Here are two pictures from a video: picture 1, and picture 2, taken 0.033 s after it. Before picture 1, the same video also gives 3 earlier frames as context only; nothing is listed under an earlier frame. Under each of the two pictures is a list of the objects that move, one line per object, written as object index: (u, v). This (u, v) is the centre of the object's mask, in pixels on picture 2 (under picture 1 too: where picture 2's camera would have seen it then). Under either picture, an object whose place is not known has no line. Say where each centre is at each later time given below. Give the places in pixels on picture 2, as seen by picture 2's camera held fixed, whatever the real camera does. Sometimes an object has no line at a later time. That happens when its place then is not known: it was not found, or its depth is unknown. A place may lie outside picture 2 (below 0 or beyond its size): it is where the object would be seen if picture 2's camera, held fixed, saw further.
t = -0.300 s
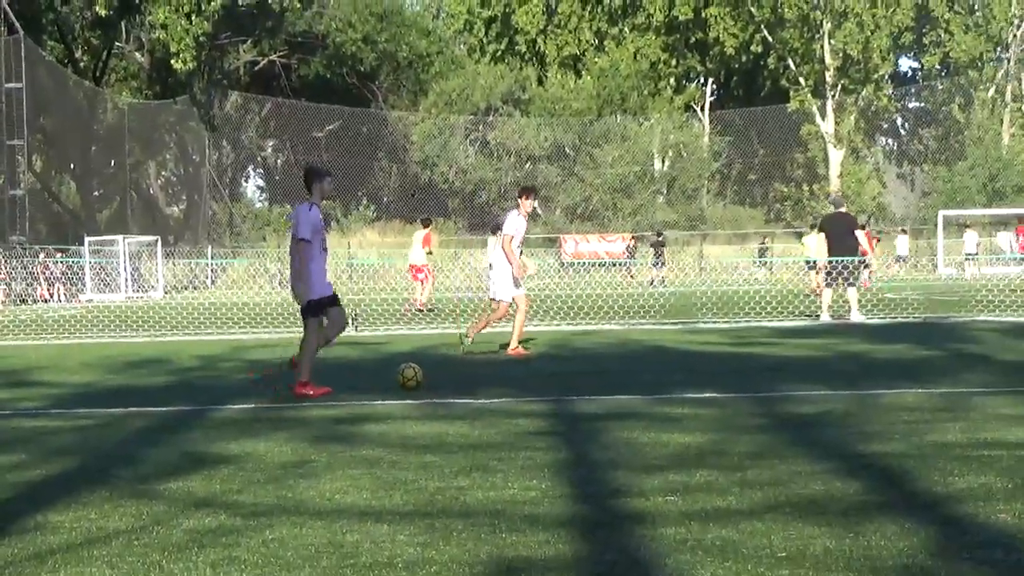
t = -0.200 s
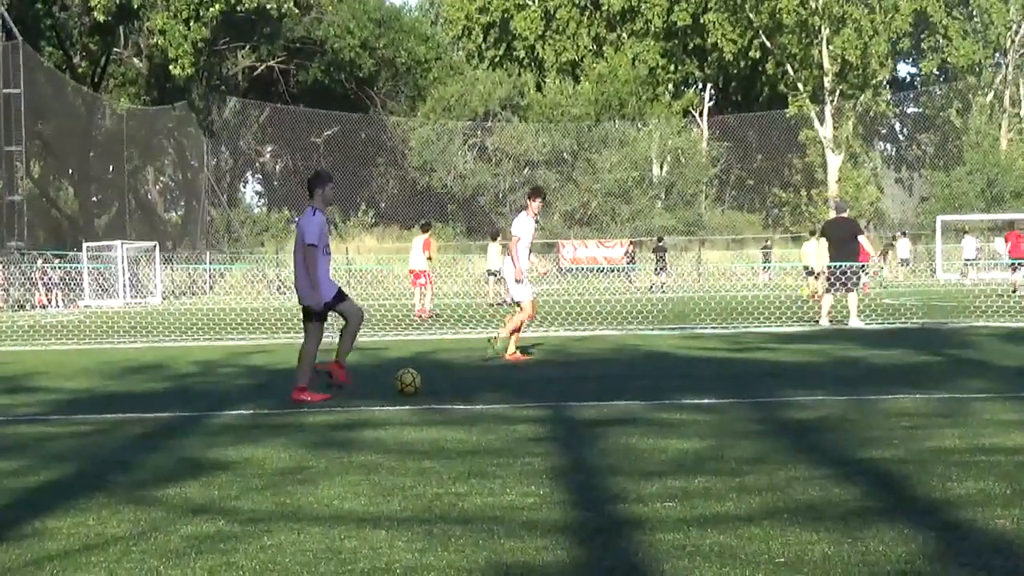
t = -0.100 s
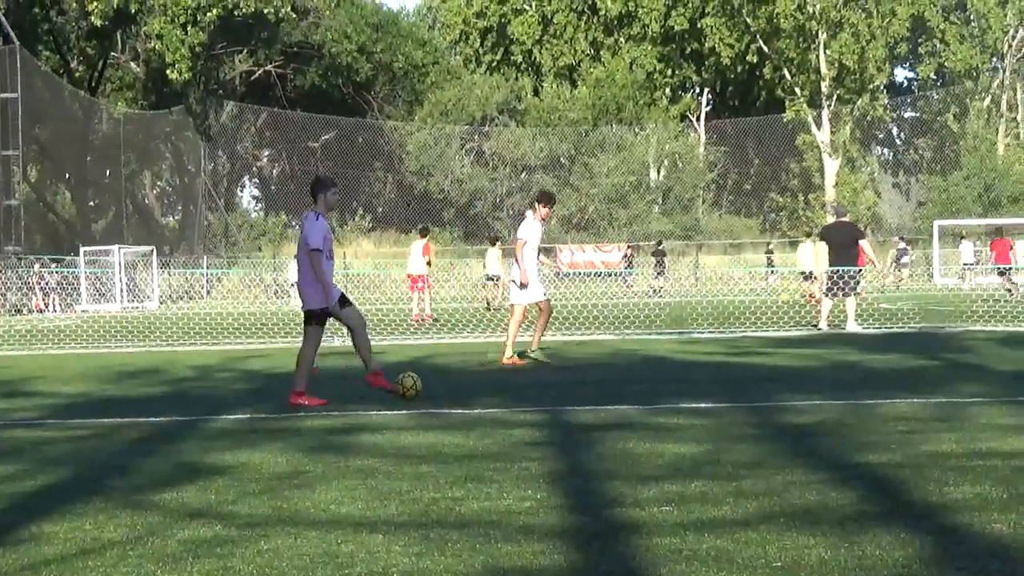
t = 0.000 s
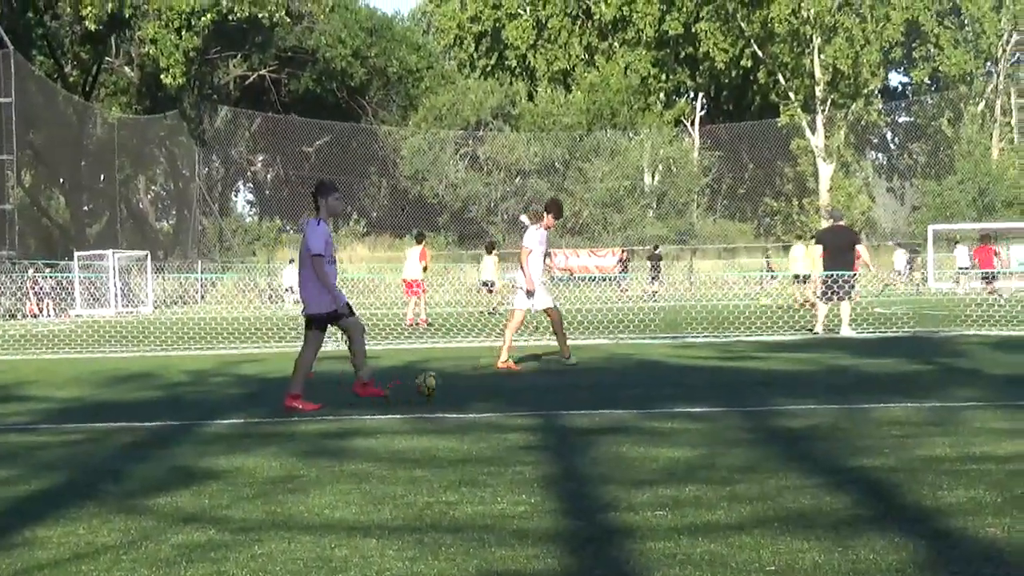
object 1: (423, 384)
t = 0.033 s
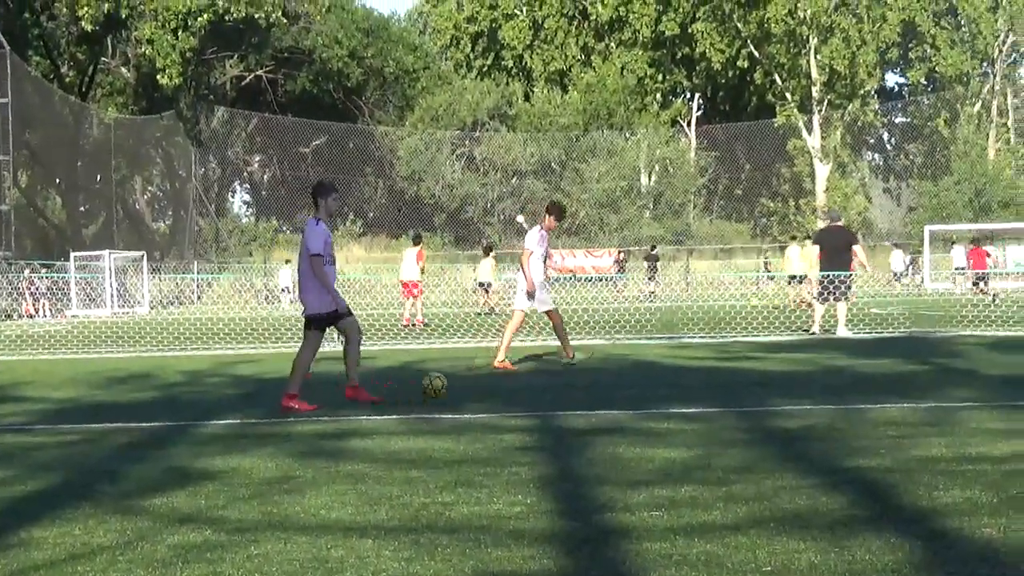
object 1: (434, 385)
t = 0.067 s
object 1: (442, 386)
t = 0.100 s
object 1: (448, 387)
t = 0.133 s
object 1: (451, 386)
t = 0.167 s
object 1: (453, 384)
